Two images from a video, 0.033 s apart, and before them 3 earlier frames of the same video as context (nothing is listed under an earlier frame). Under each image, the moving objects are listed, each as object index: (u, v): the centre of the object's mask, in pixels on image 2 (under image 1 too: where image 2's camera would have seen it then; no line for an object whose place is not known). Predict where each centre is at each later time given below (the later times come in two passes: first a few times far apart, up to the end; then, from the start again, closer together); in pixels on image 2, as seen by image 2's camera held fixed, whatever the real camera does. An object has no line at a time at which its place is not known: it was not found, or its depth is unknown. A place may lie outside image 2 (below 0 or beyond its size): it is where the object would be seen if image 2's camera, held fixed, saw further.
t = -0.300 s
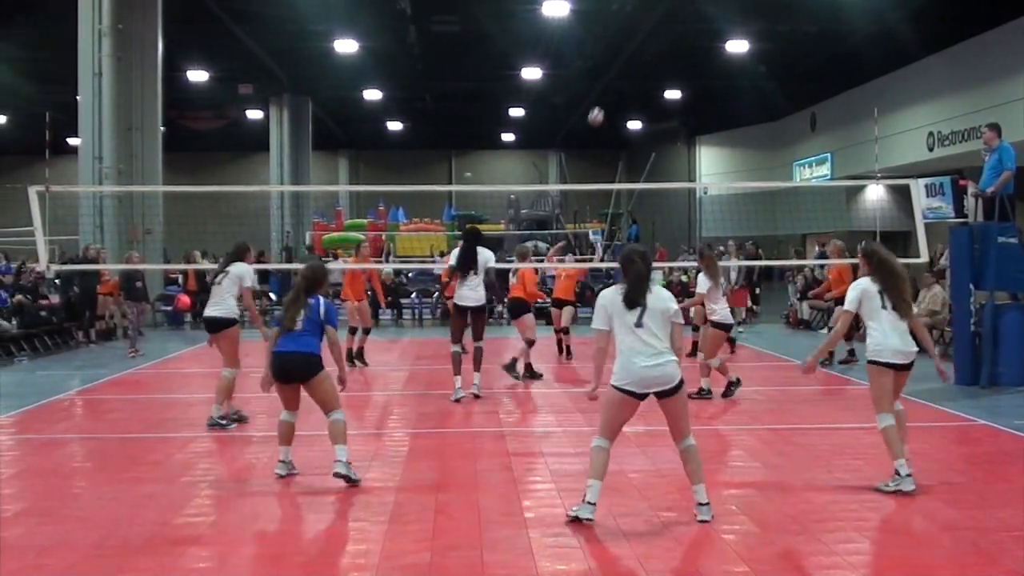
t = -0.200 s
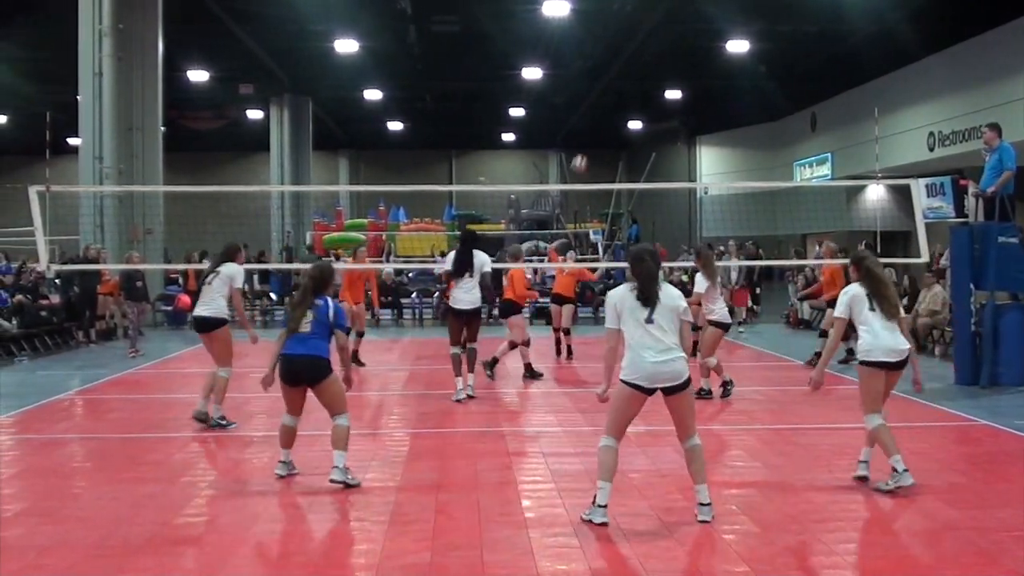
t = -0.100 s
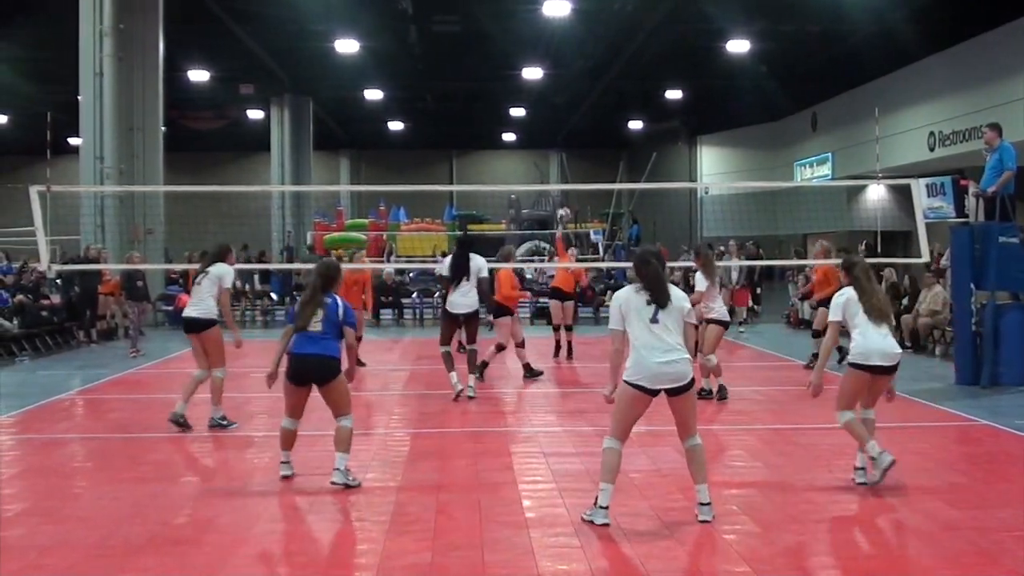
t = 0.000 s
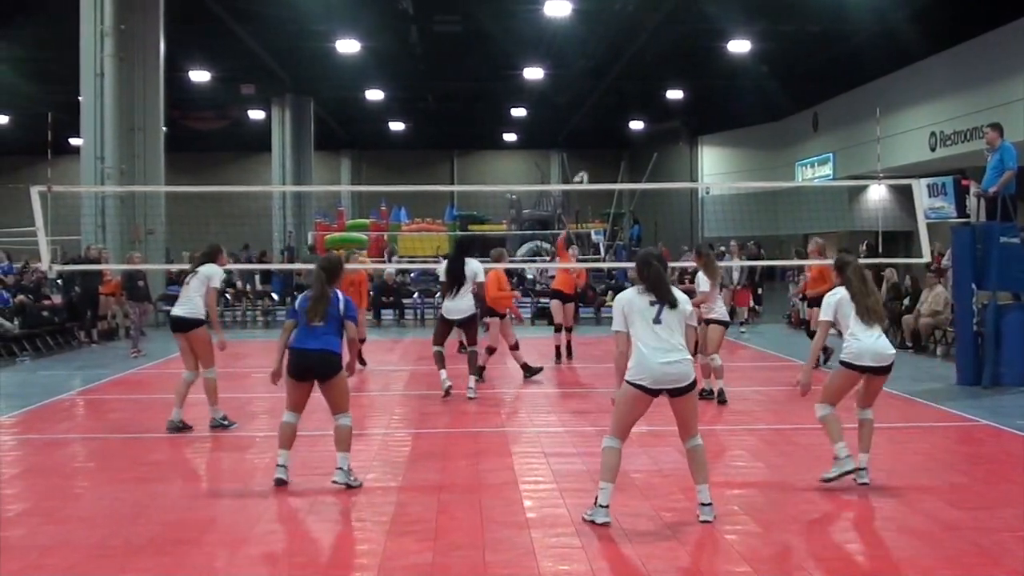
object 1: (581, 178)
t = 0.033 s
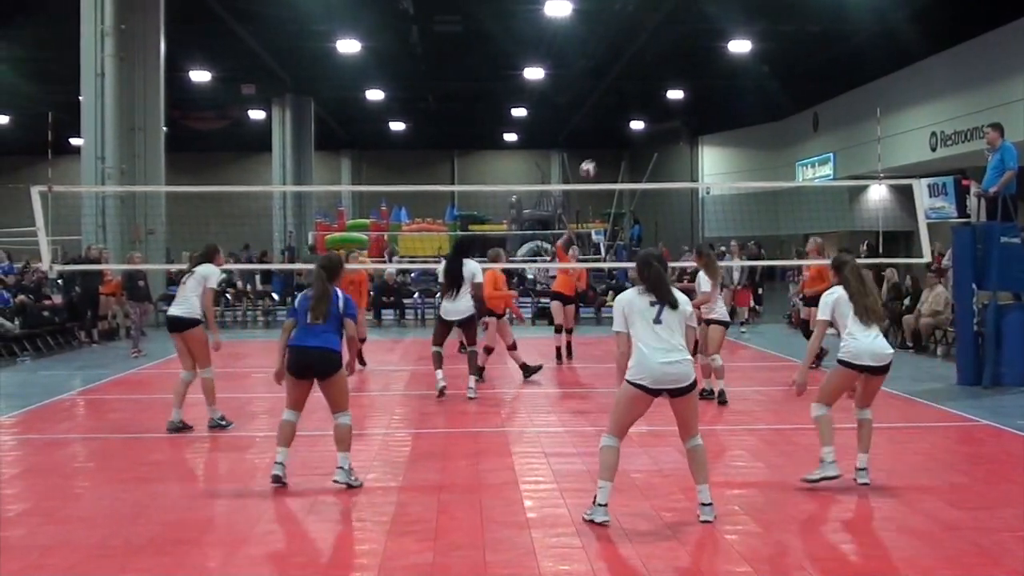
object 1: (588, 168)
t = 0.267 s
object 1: (634, 105)
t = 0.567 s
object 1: (709, 78)
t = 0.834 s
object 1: (802, 143)
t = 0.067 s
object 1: (594, 158)
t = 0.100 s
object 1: (600, 148)
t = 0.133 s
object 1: (607, 138)
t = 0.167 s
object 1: (614, 129)
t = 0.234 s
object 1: (627, 112)
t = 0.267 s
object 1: (634, 105)
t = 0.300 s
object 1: (641, 99)
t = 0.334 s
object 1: (649, 92)
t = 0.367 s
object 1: (656, 88)
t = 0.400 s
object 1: (664, 82)
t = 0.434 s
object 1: (673, 80)
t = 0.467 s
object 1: (681, 78)
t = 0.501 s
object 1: (690, 77)
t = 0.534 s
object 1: (699, 77)
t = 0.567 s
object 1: (709, 78)
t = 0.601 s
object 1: (718, 81)
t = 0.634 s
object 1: (729, 84)
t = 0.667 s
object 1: (739, 90)
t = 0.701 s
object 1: (750, 97)
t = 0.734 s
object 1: (762, 106)
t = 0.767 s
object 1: (774, 116)
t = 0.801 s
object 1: (787, 128)
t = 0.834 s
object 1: (802, 143)
